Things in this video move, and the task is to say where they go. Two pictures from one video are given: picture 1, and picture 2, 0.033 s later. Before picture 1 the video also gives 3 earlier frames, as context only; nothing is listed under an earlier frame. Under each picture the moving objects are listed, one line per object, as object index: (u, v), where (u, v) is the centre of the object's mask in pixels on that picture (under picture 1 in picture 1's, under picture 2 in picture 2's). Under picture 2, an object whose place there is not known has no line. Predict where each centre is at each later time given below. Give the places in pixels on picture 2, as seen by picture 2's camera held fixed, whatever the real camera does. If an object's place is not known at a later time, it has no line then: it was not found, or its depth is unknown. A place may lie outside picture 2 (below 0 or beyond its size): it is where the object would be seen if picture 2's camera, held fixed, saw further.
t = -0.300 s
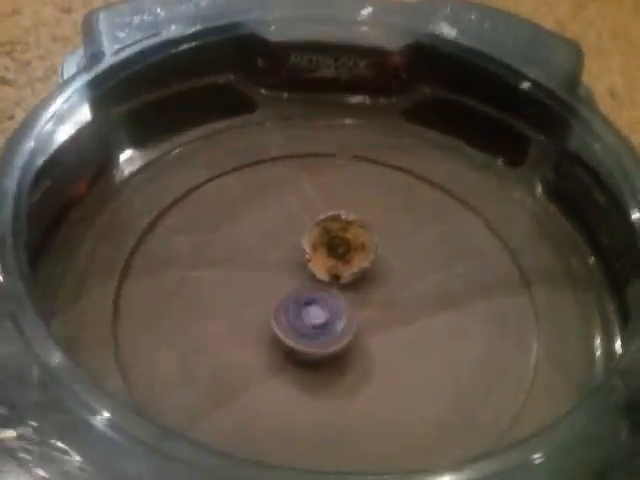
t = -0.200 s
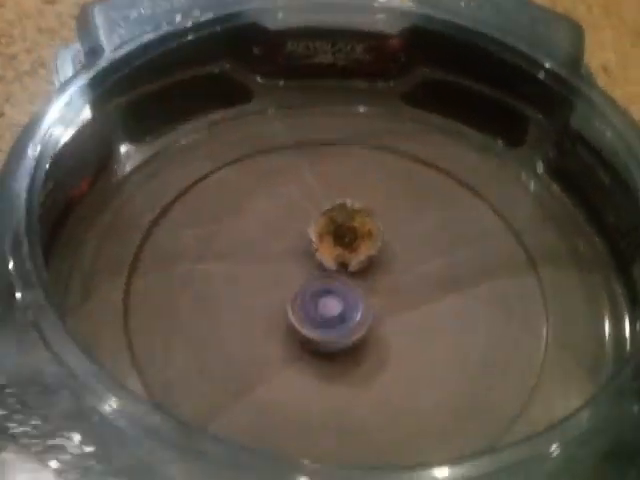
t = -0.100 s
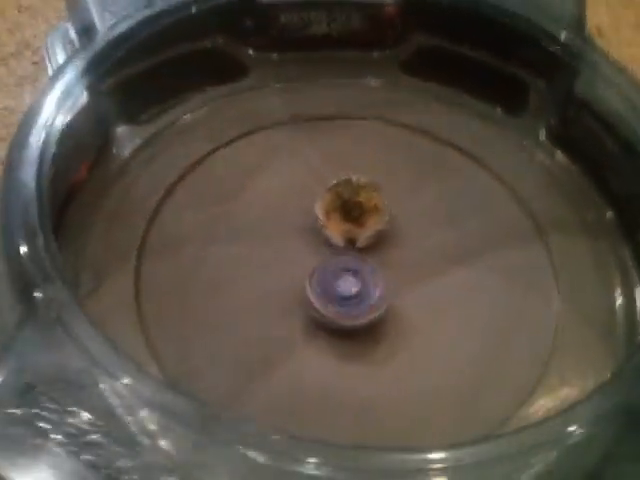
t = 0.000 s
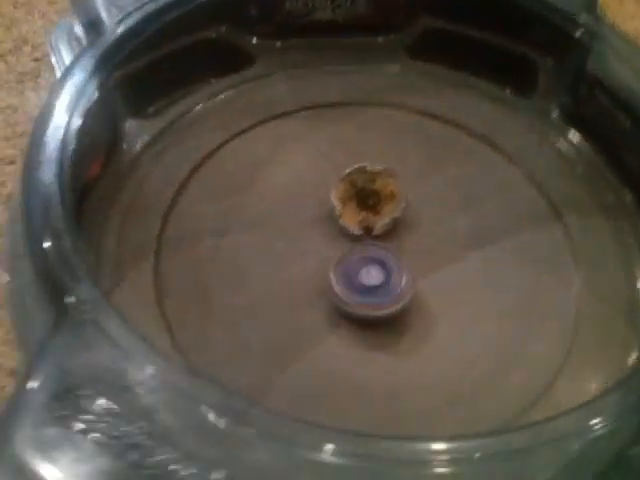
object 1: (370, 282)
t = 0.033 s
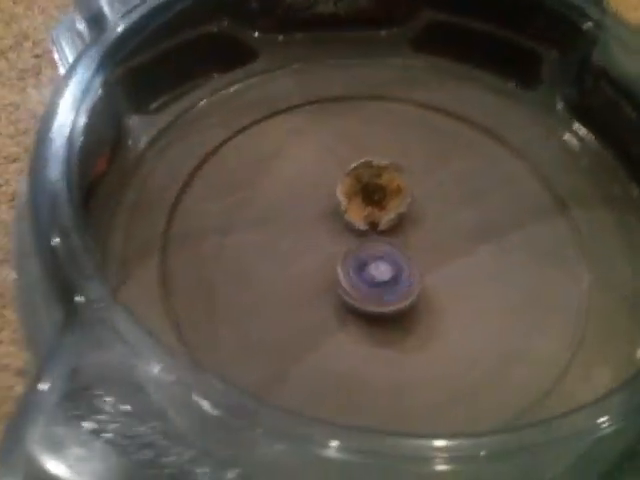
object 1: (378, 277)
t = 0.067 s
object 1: (377, 276)
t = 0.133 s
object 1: (376, 277)
